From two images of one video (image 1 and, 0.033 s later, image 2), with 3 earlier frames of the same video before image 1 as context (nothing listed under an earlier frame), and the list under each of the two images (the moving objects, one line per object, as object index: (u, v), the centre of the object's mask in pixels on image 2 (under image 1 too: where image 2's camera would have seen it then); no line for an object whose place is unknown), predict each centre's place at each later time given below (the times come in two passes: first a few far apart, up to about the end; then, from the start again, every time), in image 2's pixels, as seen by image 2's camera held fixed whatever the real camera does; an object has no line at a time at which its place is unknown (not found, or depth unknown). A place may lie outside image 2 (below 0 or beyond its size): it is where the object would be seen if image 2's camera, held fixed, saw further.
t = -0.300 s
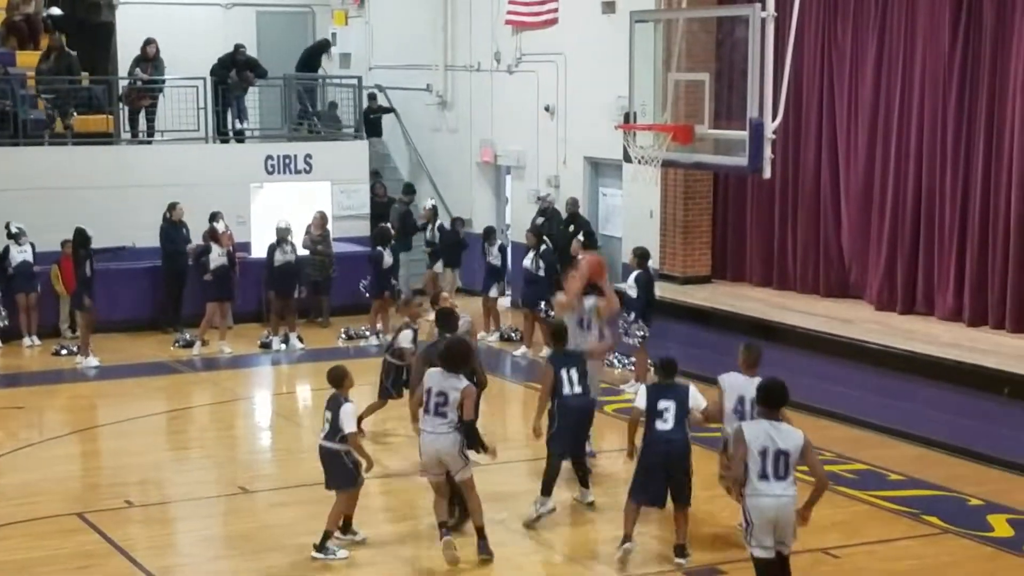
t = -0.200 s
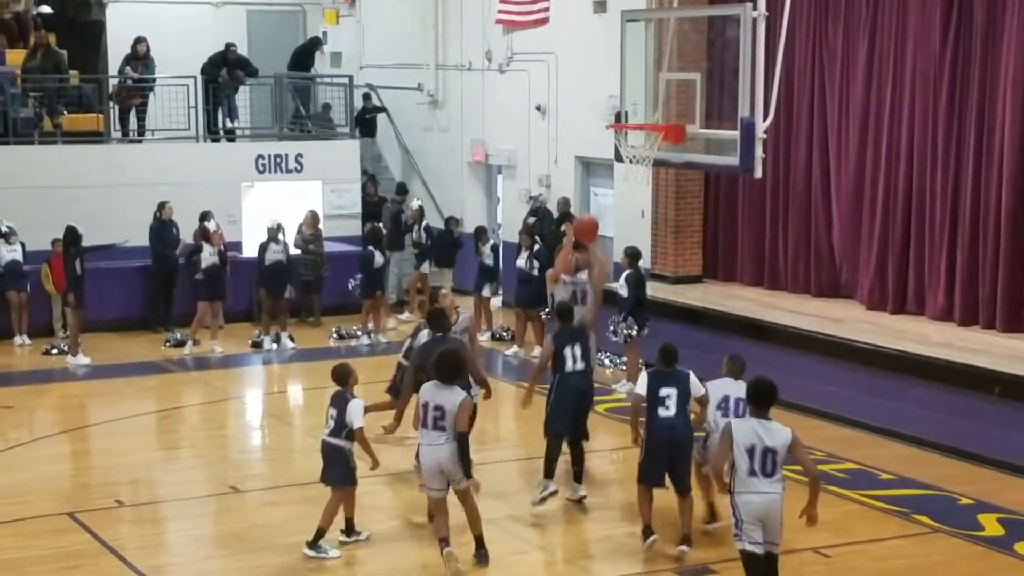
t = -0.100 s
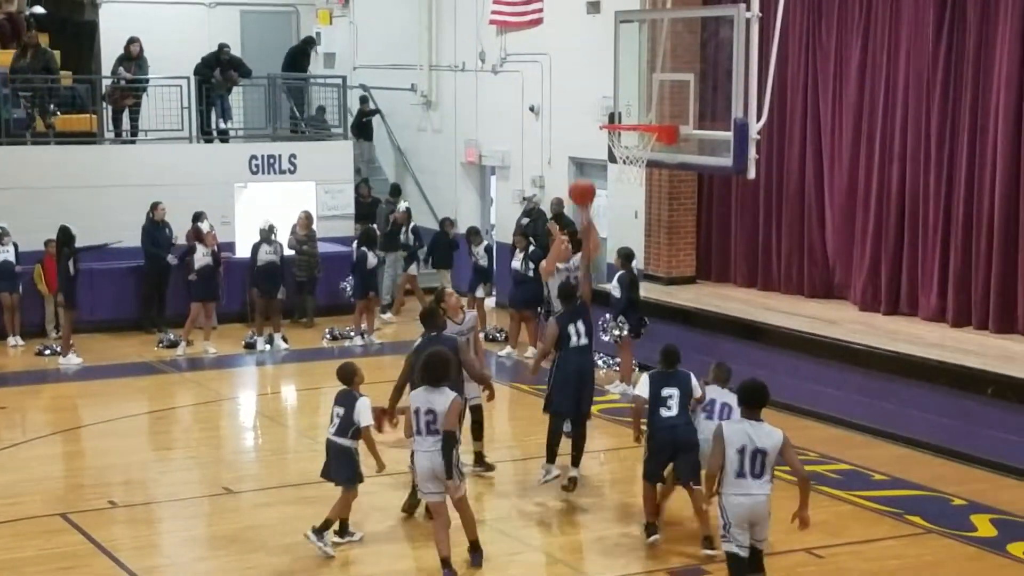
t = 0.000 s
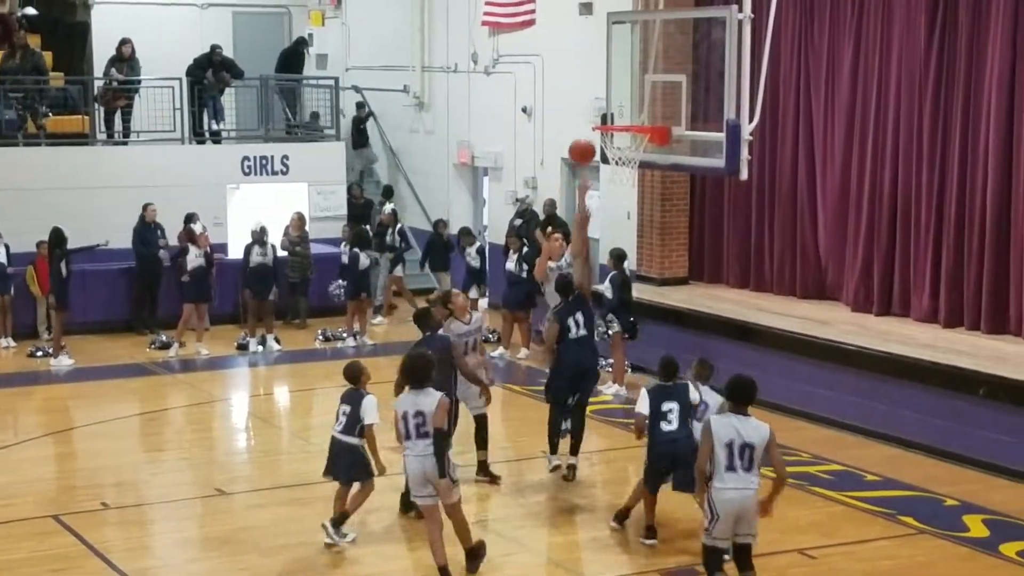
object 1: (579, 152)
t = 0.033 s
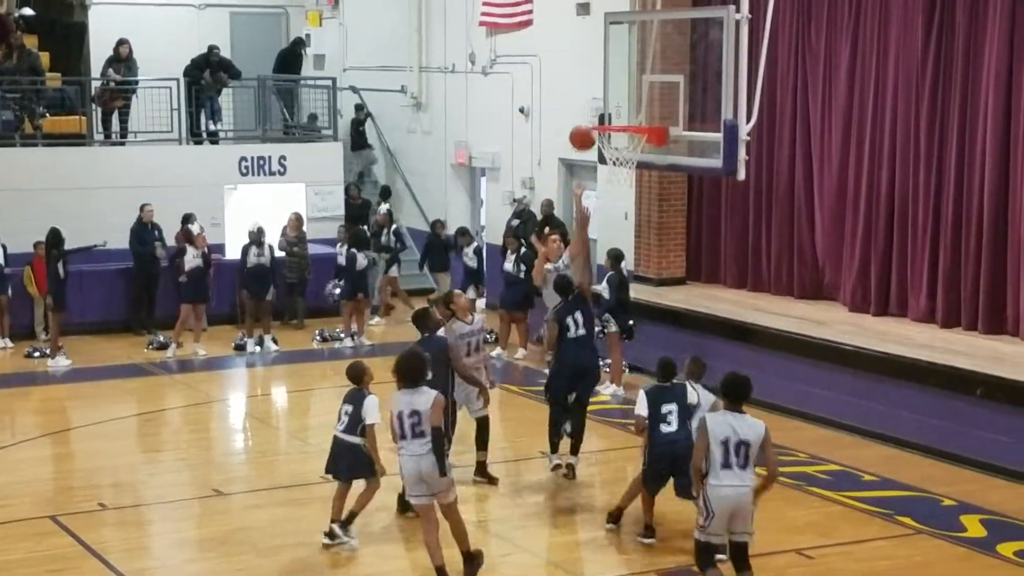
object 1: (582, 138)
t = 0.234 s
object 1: (602, 79)
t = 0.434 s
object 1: (622, 66)
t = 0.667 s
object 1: (645, 113)
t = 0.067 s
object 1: (585, 124)
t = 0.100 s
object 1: (590, 114)
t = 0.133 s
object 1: (592, 104)
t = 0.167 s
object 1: (596, 94)
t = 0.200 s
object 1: (599, 86)
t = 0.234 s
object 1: (602, 79)
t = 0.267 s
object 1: (605, 74)
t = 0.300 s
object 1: (608, 70)
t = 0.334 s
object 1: (612, 66)
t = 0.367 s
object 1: (615, 65)
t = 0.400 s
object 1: (618, 65)
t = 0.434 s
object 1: (622, 66)
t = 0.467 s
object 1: (625, 69)
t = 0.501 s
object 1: (628, 71)
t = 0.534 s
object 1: (631, 77)
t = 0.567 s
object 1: (635, 84)
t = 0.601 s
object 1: (639, 93)
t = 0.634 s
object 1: (642, 102)
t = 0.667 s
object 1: (645, 113)
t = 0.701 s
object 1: (647, 123)
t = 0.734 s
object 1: (653, 139)
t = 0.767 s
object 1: (655, 154)
